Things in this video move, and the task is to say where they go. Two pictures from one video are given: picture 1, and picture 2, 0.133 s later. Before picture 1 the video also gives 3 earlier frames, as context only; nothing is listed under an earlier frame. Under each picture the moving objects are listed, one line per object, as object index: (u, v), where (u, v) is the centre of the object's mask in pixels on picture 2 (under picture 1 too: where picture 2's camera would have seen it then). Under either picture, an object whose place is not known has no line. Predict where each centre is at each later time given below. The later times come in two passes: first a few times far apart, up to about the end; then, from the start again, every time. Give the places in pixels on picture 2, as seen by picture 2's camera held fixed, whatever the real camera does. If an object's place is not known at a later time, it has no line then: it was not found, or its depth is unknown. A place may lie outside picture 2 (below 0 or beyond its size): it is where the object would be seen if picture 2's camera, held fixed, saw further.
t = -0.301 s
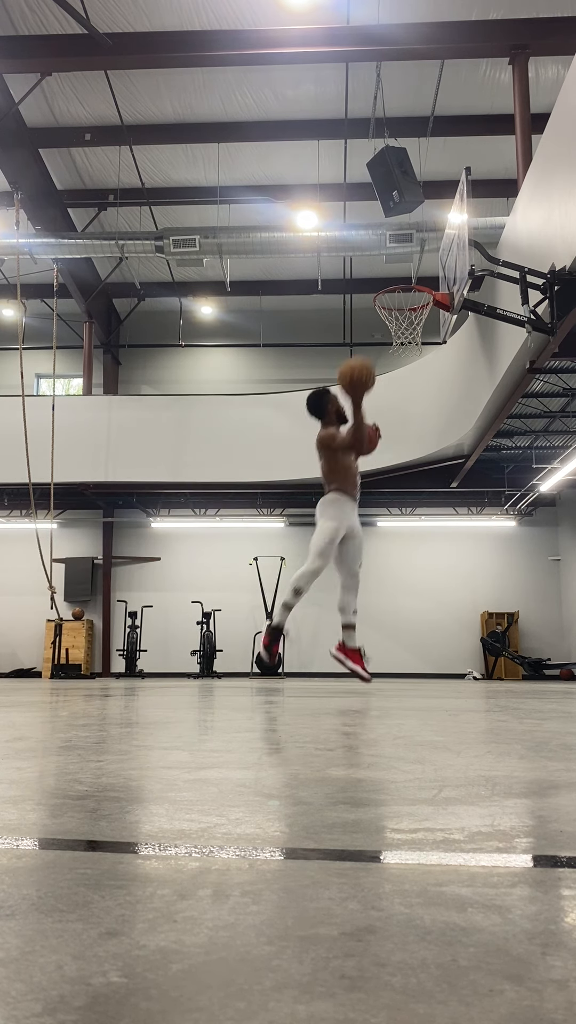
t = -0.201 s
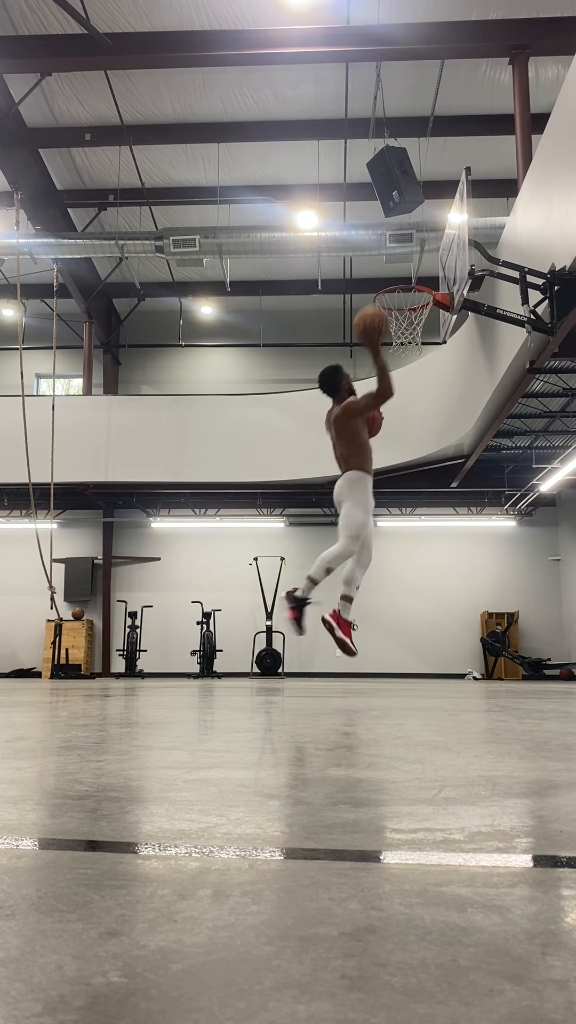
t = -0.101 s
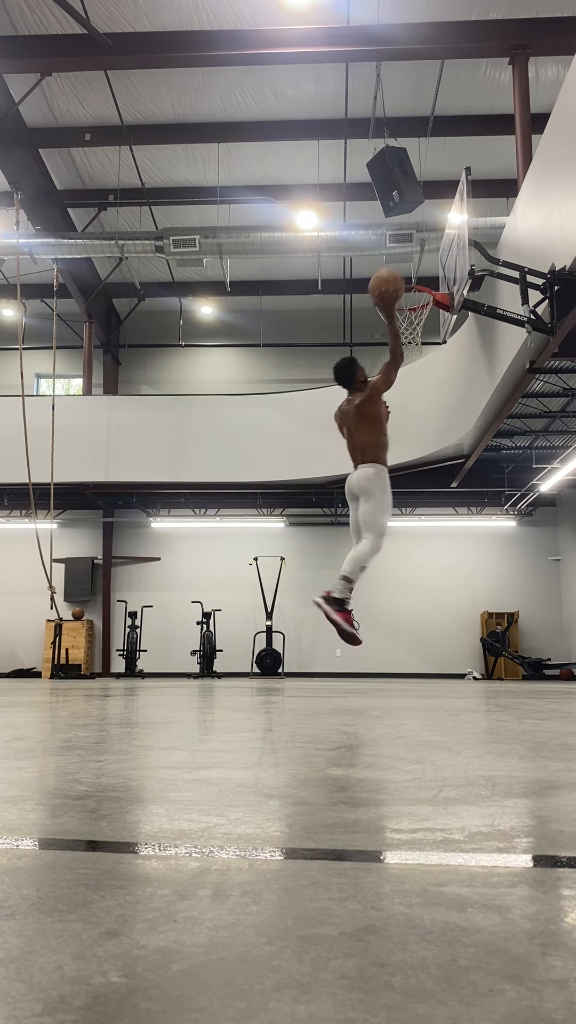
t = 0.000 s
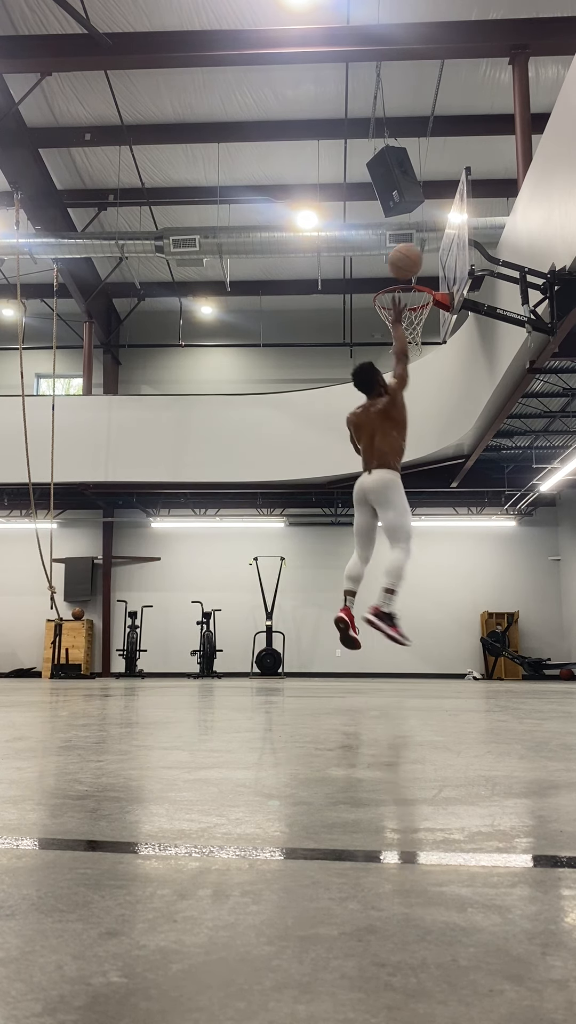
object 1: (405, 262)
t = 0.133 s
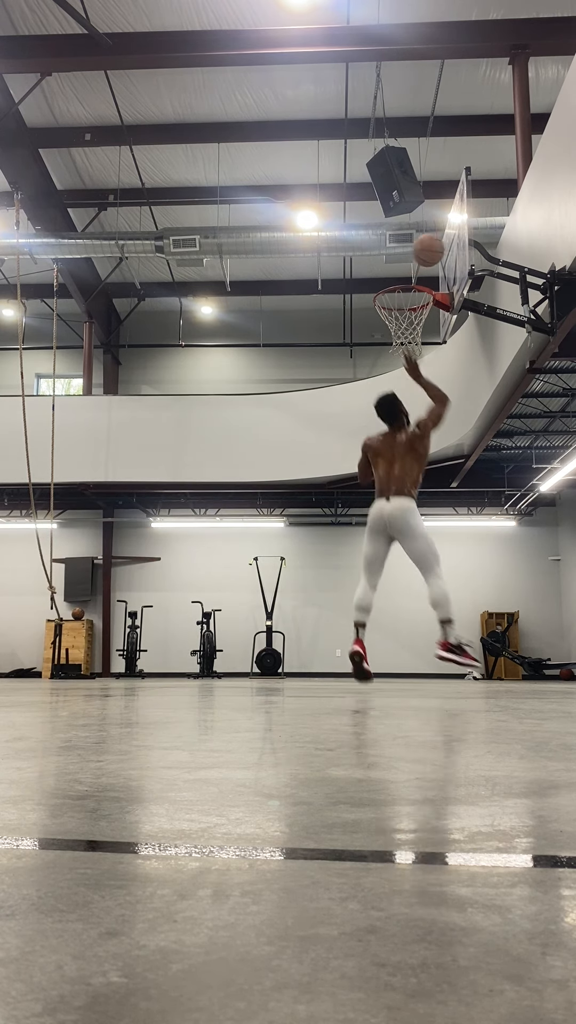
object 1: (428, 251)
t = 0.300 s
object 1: (425, 265)
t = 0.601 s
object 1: (392, 308)
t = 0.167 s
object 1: (433, 251)
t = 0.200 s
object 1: (438, 252)
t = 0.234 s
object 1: (438, 256)
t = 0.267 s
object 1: (432, 259)
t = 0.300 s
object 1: (425, 265)
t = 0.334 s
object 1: (420, 271)
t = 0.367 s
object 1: (413, 275)
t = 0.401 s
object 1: (407, 286)
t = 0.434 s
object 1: (402, 296)
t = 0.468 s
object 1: (397, 298)
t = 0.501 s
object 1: (394, 302)
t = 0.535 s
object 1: (390, 304)
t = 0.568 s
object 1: (390, 306)
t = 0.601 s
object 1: (392, 308)
